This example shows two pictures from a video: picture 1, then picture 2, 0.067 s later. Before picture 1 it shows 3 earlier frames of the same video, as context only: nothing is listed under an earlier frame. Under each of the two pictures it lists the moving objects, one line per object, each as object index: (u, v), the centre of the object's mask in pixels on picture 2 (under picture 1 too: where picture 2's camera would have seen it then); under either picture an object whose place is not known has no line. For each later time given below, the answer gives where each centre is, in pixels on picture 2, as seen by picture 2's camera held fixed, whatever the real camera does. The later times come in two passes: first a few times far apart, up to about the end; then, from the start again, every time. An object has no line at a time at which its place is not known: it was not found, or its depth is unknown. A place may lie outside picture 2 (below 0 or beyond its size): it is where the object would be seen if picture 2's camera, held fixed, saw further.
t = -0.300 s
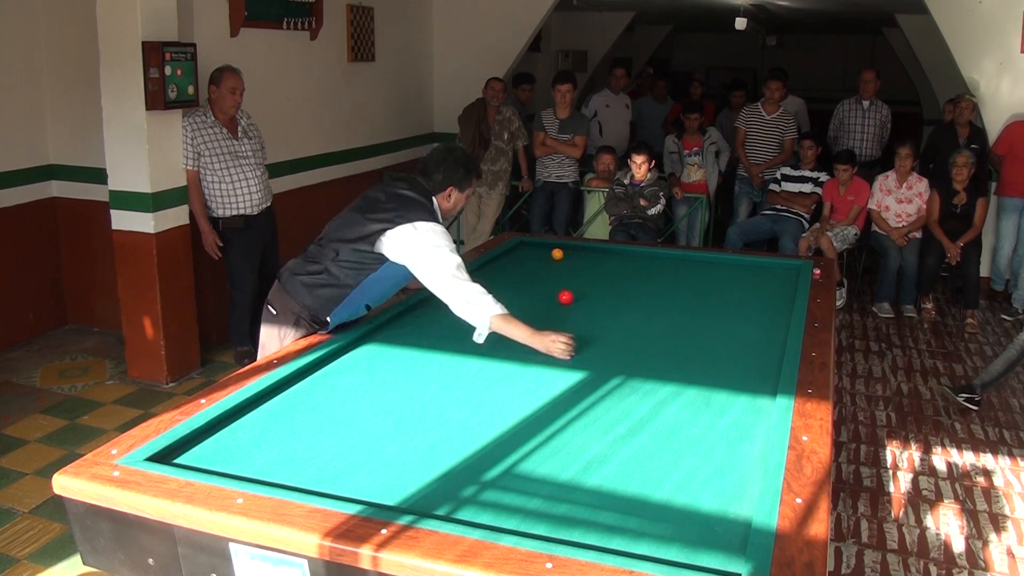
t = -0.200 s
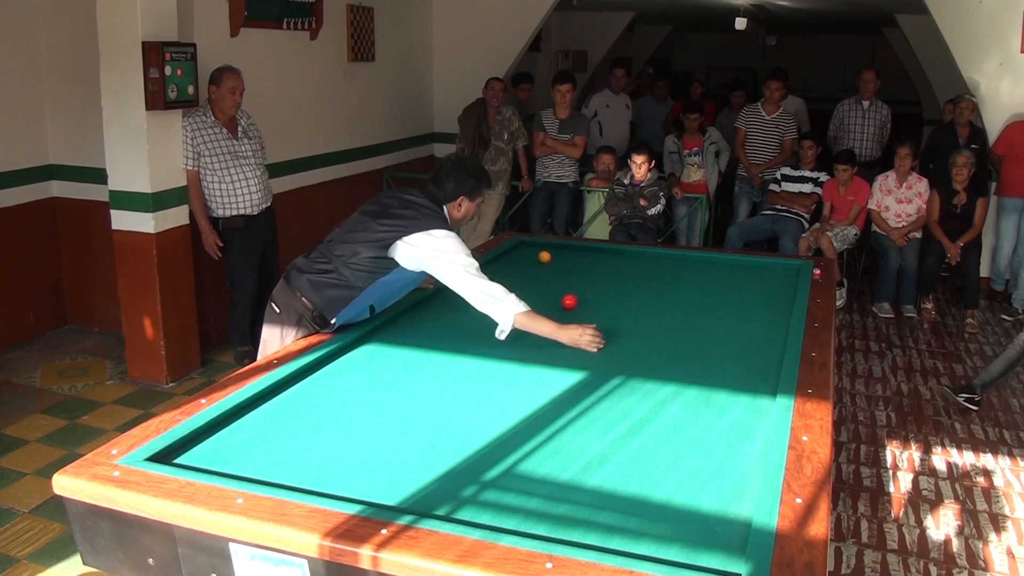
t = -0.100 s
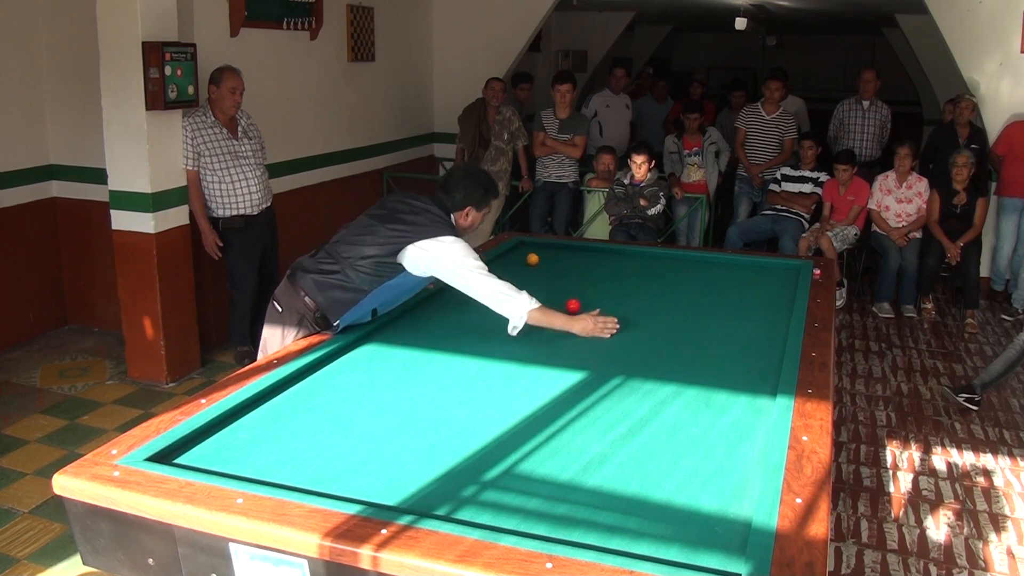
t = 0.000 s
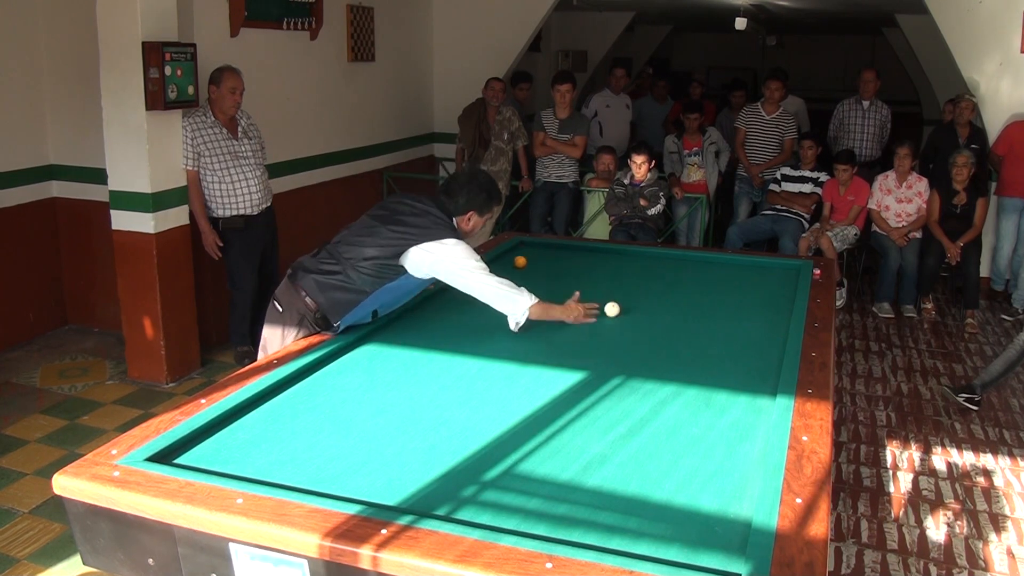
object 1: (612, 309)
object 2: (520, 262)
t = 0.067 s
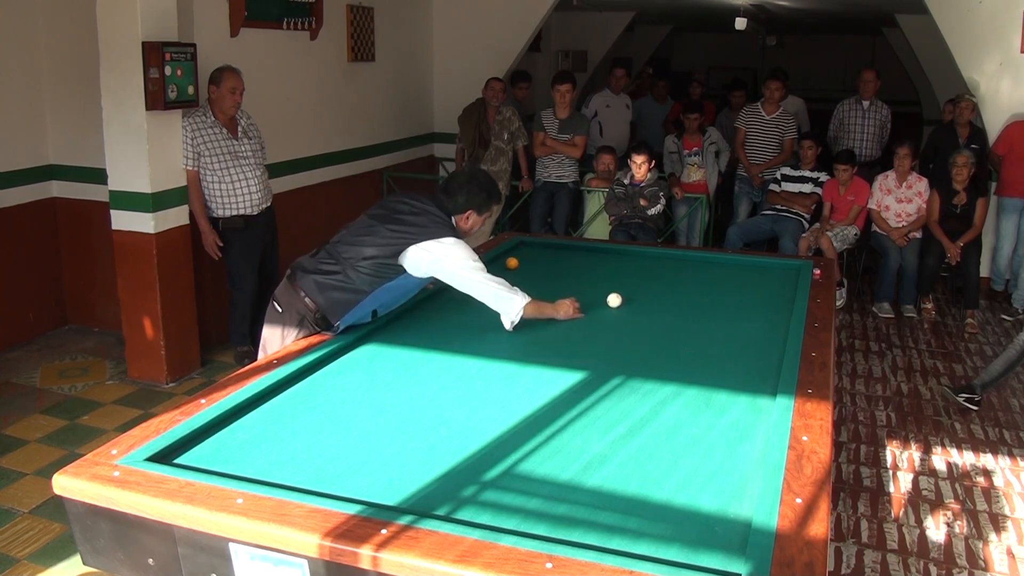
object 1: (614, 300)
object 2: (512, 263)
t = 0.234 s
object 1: (619, 282)
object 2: (491, 267)
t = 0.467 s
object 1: (622, 263)
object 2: (479, 274)
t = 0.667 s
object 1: (622, 251)
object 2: (478, 281)
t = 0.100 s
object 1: (615, 296)
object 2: (508, 264)
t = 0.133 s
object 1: (616, 292)
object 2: (503, 265)
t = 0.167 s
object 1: (617, 288)
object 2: (499, 265)
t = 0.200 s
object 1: (618, 285)
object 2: (495, 266)
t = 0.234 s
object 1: (619, 282)
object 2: (491, 267)
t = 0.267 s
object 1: (619, 279)
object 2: (486, 268)
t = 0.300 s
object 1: (620, 276)
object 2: (482, 269)
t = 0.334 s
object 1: (620, 273)
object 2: (480, 270)
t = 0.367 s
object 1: (621, 270)
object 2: (480, 271)
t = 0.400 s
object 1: (621, 268)
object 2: (480, 272)
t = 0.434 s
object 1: (621, 265)
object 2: (480, 273)
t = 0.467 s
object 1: (622, 263)
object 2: (479, 274)
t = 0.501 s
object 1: (622, 260)
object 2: (479, 275)
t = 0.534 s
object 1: (622, 258)
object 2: (479, 277)
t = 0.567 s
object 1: (623, 256)
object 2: (478, 278)
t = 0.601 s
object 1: (623, 254)
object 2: (478, 279)
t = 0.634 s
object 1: (623, 252)
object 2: (478, 280)
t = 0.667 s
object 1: (622, 251)
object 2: (478, 281)
